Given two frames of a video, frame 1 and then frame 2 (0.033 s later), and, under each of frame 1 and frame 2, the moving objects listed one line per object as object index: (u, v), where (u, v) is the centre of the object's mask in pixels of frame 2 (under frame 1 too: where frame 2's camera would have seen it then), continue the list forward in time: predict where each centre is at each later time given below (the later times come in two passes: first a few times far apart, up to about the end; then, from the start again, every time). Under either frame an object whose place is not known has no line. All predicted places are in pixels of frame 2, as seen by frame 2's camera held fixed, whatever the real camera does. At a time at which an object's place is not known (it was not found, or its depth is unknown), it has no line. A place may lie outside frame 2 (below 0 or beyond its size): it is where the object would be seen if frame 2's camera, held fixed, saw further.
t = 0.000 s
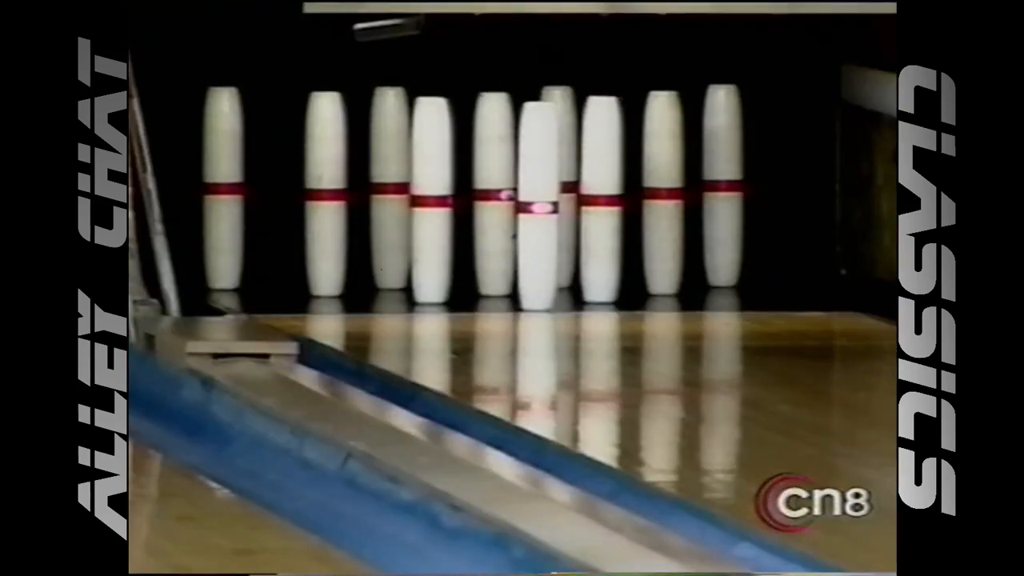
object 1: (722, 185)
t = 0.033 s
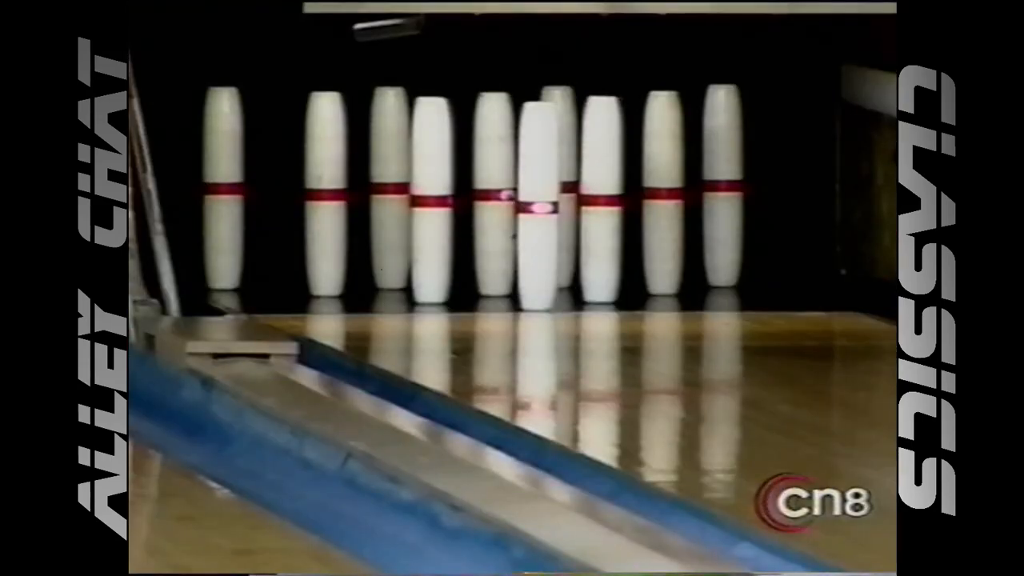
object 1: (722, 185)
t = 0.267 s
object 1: (722, 184)
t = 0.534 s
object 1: (732, 169)
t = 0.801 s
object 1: (751, 225)
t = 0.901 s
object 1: (749, 253)
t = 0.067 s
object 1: (722, 185)
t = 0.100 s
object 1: (722, 185)
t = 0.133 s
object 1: (722, 185)
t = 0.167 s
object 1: (722, 185)
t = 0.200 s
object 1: (722, 185)
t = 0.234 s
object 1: (722, 185)
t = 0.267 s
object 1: (722, 184)
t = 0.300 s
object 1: (723, 183)
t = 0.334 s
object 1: (722, 185)
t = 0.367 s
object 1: (722, 185)
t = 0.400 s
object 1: (722, 184)
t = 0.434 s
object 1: (723, 173)
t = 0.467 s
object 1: (723, 163)
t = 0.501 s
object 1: (725, 171)
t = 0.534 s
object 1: (732, 169)
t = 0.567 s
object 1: (735, 171)
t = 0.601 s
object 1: (736, 174)
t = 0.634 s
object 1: (740, 206)
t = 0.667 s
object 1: (744, 204)
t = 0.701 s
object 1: (749, 208)
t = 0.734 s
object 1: (756, 213)
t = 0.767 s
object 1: (752, 221)
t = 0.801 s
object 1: (751, 225)
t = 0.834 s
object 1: (749, 231)
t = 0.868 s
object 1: (749, 239)
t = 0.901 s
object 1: (749, 253)
